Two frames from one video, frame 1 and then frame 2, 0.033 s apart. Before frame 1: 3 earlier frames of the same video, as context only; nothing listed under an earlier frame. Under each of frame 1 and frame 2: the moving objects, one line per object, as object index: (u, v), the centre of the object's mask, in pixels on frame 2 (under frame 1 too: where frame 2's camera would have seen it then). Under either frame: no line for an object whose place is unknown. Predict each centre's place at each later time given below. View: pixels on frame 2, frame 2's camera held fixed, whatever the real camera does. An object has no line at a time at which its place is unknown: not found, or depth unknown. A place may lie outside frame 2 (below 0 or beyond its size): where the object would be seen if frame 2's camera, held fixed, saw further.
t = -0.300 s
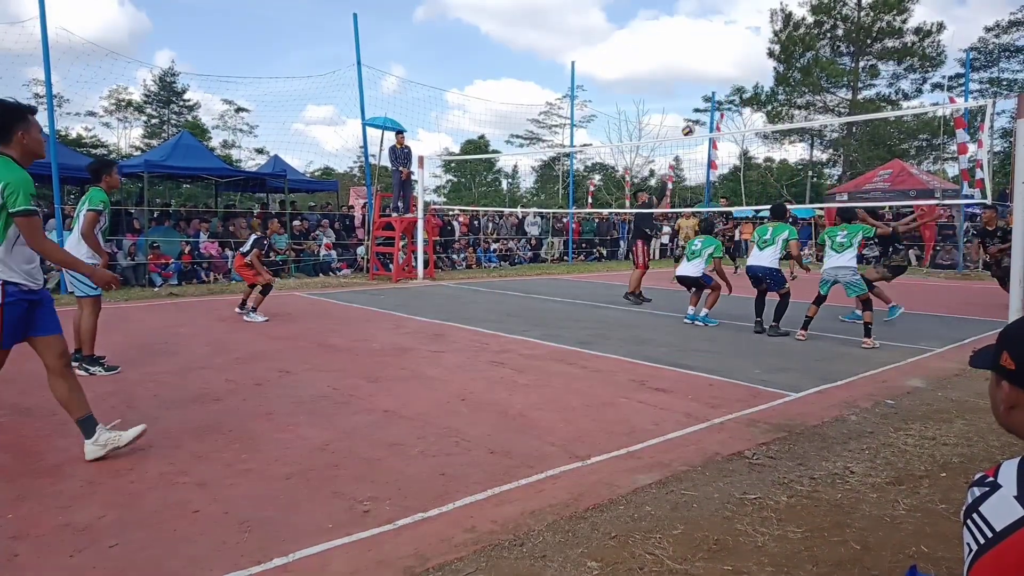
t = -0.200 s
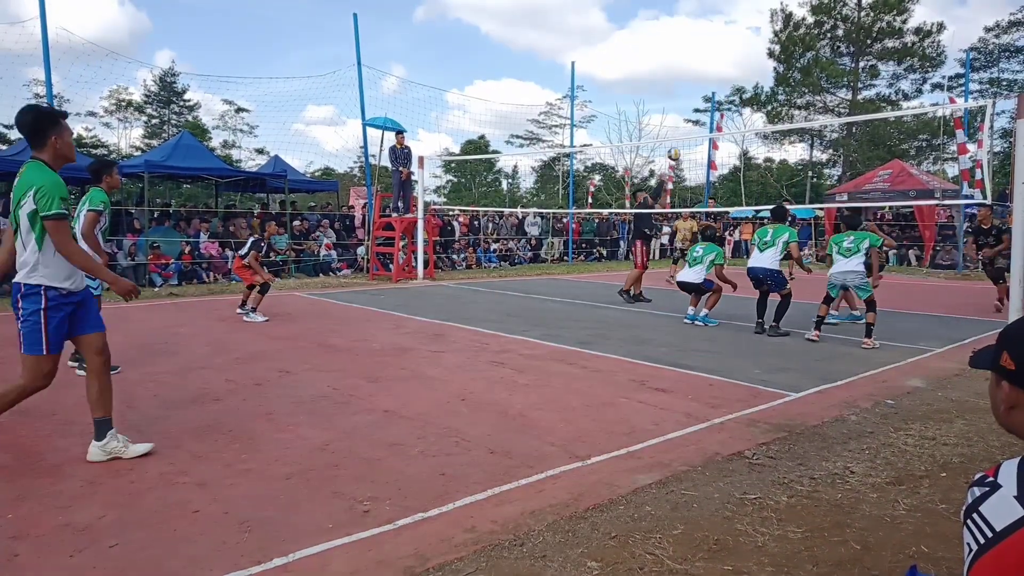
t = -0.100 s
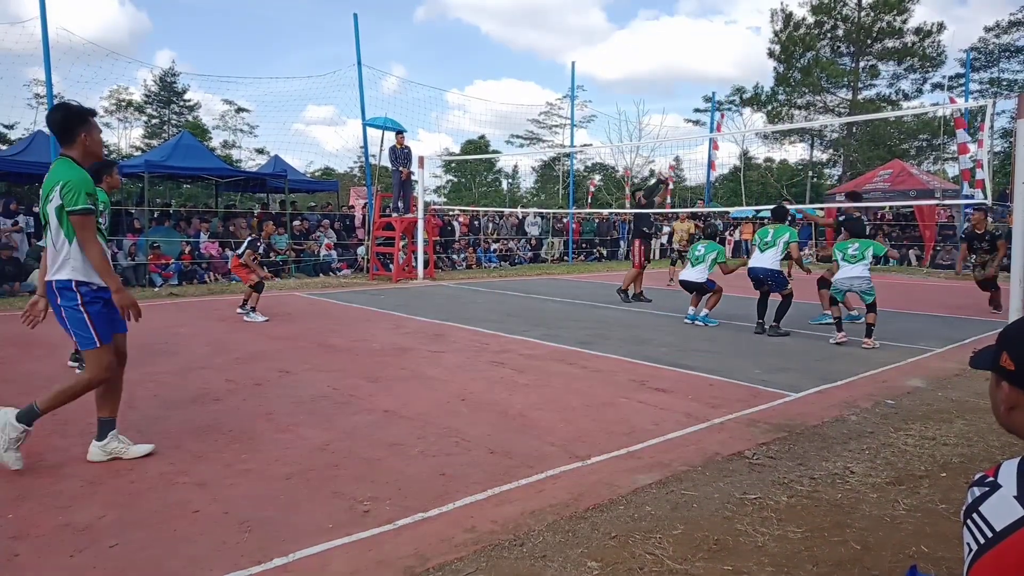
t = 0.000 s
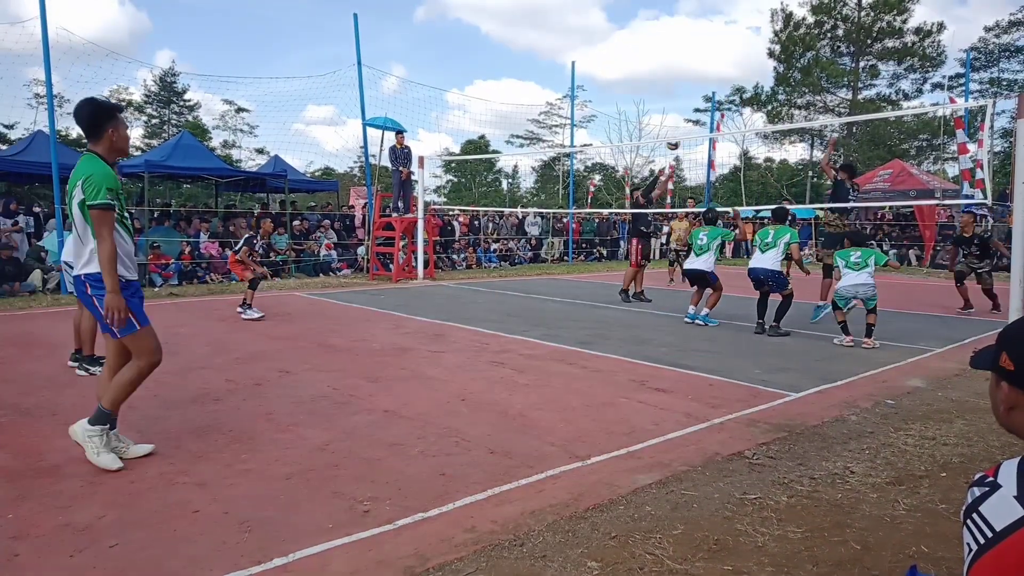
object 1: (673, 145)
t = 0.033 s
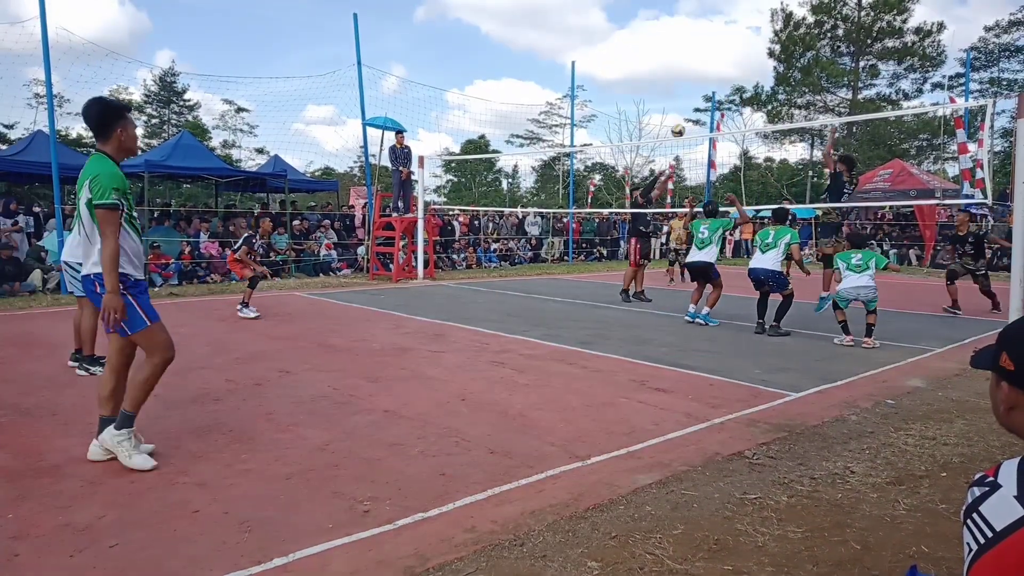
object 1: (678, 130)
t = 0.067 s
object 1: (683, 119)
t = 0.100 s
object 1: (688, 108)
